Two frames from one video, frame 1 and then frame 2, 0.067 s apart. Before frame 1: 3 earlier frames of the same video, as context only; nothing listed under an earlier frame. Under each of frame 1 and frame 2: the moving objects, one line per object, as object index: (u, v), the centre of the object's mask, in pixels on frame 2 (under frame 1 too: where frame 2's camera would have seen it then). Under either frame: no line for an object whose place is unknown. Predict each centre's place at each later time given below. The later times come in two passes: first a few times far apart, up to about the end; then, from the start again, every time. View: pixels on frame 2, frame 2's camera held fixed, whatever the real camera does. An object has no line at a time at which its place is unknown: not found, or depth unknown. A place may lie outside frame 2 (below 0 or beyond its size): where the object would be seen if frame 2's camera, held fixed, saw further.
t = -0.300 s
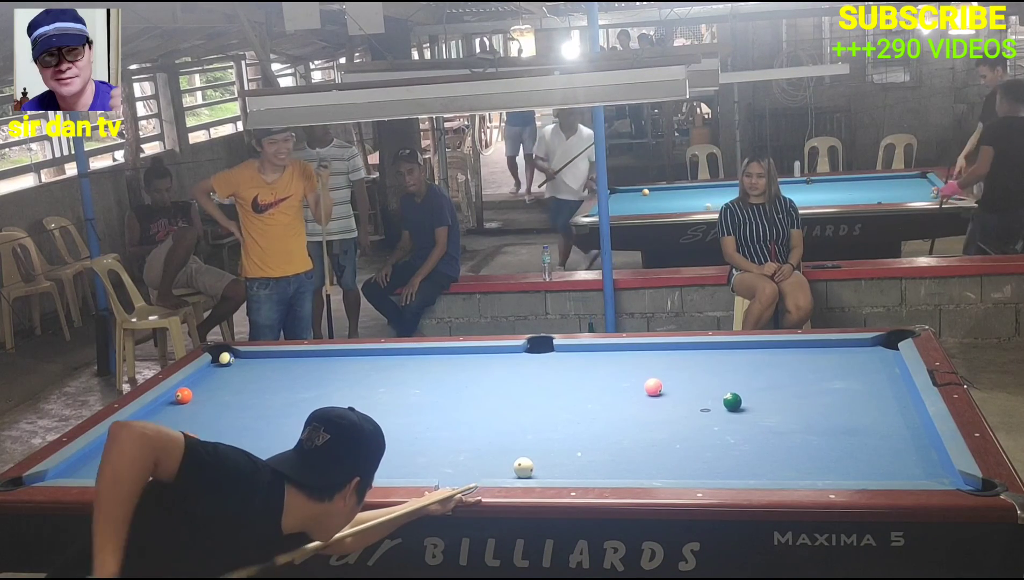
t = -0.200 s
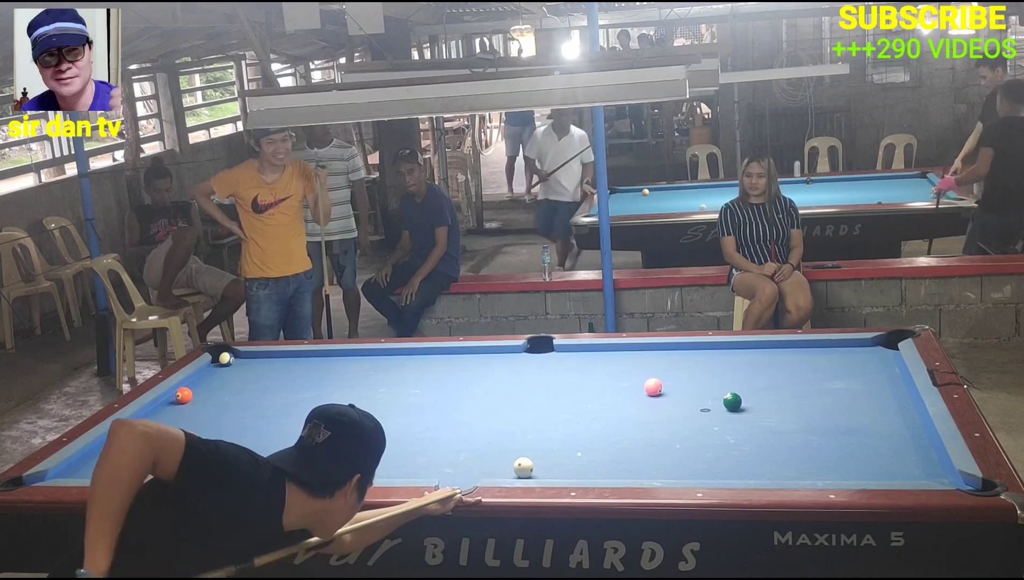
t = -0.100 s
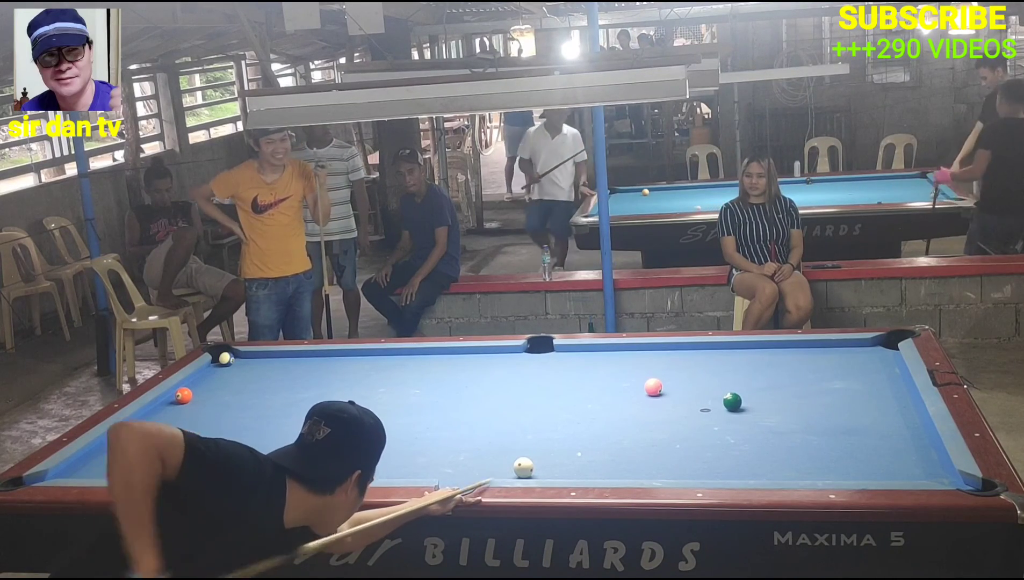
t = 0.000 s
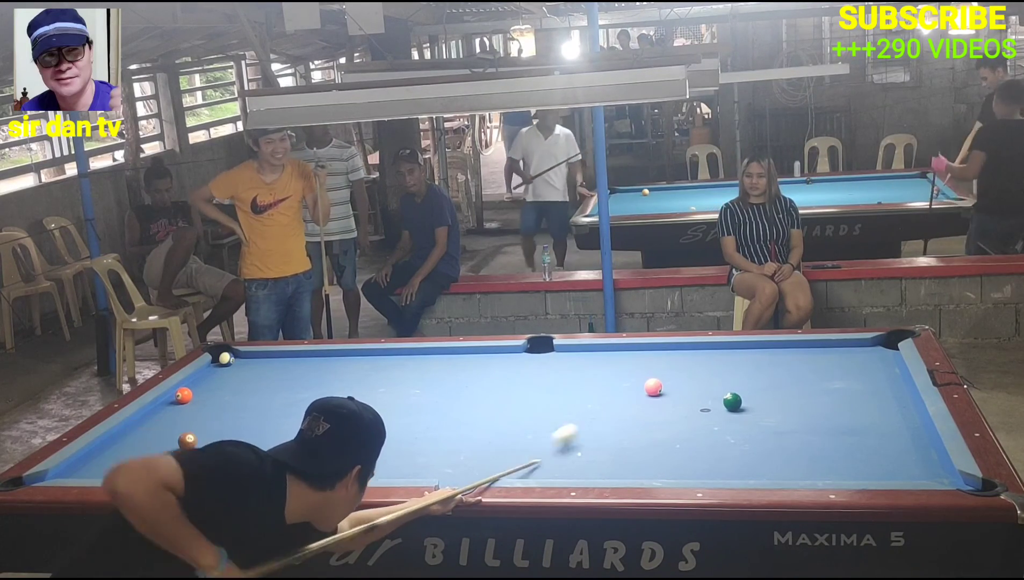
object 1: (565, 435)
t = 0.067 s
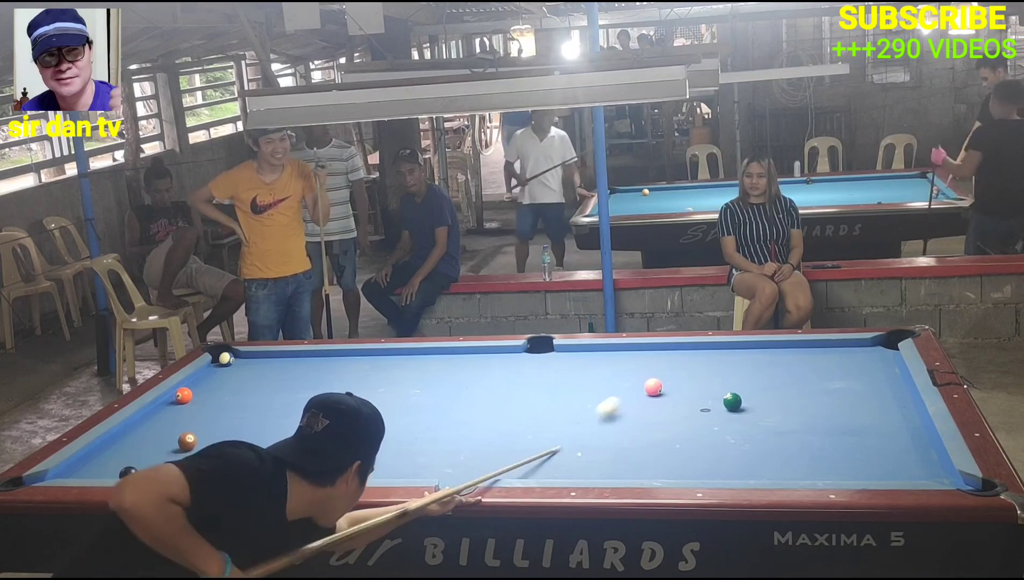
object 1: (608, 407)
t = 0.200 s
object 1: (614, 375)
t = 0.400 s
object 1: (576, 348)
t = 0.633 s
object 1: (501, 368)
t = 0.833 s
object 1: (433, 386)
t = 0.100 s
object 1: (627, 396)
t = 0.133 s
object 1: (633, 385)
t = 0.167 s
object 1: (623, 379)
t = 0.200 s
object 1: (614, 375)
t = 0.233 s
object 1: (606, 370)
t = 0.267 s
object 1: (599, 365)
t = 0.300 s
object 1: (593, 361)
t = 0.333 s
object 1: (588, 356)
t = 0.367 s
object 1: (582, 352)
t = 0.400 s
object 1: (576, 348)
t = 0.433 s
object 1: (566, 351)
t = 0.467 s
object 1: (555, 354)
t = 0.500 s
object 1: (545, 357)
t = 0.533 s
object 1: (534, 359)
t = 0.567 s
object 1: (523, 362)
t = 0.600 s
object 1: (513, 365)
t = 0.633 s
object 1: (501, 368)
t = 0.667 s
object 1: (490, 371)
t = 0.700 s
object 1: (479, 374)
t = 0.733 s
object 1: (468, 377)
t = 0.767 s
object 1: (457, 380)
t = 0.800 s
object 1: (445, 383)
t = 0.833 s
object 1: (433, 386)
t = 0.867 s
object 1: (422, 388)
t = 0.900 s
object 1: (410, 392)
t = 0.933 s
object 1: (398, 395)
